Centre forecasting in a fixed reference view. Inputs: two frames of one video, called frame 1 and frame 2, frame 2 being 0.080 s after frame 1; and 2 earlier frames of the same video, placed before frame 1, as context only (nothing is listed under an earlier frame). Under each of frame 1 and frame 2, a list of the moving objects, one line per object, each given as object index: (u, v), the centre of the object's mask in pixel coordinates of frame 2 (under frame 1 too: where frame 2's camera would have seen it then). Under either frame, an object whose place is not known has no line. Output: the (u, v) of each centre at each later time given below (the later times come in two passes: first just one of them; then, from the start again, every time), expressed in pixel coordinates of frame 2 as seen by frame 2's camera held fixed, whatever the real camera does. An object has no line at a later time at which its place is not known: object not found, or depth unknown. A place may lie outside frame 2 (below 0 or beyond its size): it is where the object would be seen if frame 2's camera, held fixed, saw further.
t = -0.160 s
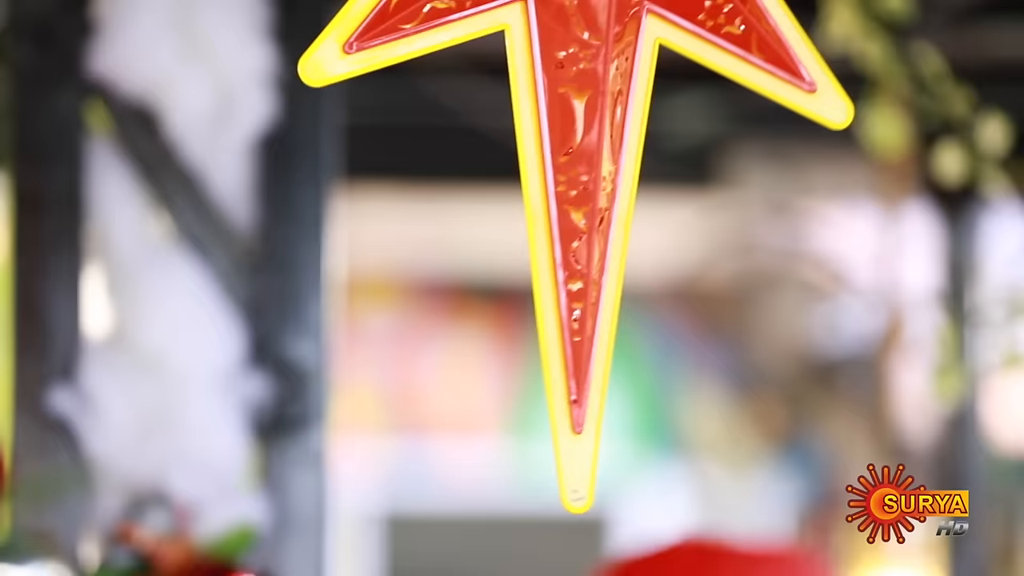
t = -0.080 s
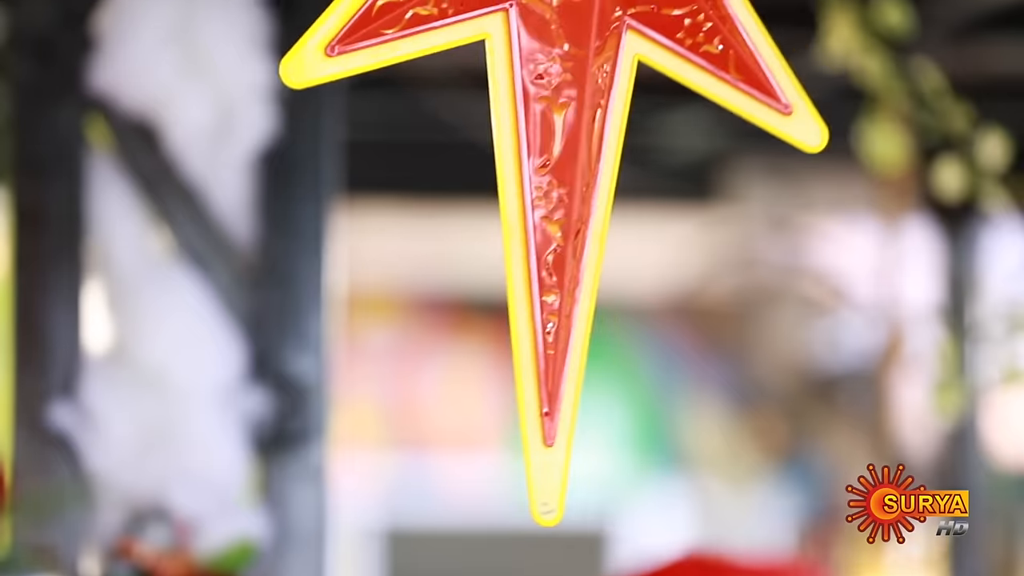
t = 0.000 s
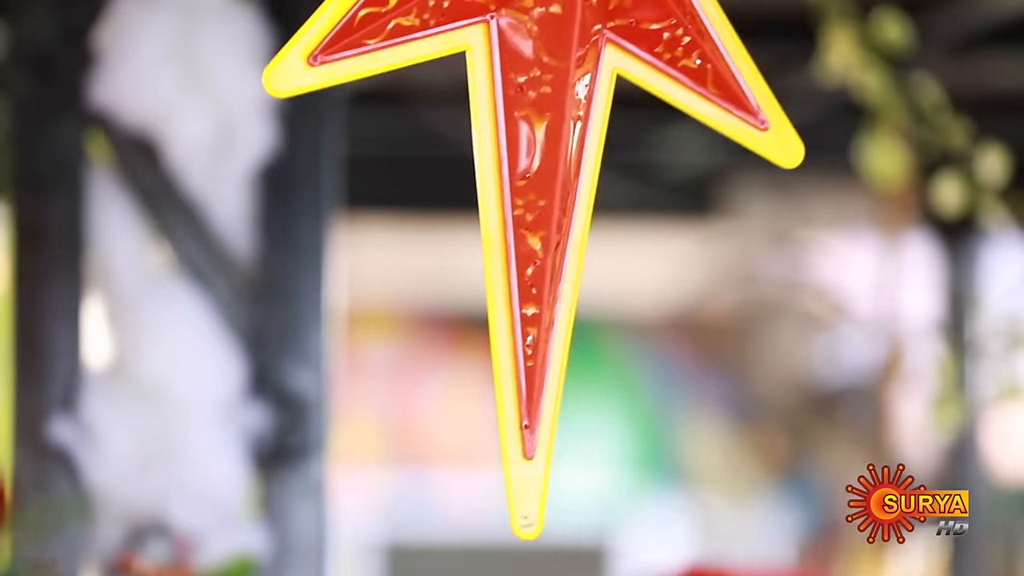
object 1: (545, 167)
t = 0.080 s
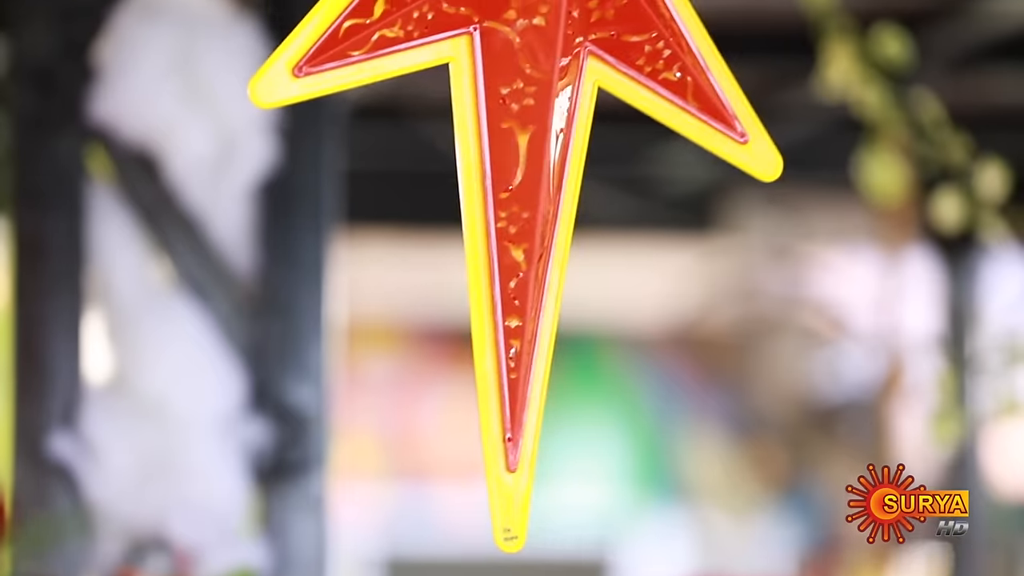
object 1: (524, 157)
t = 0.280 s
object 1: (492, 134)
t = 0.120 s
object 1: (515, 152)
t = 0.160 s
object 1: (506, 148)
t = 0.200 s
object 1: (499, 143)
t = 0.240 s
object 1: (494, 139)
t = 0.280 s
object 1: (492, 134)
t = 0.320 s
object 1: (493, 129)
